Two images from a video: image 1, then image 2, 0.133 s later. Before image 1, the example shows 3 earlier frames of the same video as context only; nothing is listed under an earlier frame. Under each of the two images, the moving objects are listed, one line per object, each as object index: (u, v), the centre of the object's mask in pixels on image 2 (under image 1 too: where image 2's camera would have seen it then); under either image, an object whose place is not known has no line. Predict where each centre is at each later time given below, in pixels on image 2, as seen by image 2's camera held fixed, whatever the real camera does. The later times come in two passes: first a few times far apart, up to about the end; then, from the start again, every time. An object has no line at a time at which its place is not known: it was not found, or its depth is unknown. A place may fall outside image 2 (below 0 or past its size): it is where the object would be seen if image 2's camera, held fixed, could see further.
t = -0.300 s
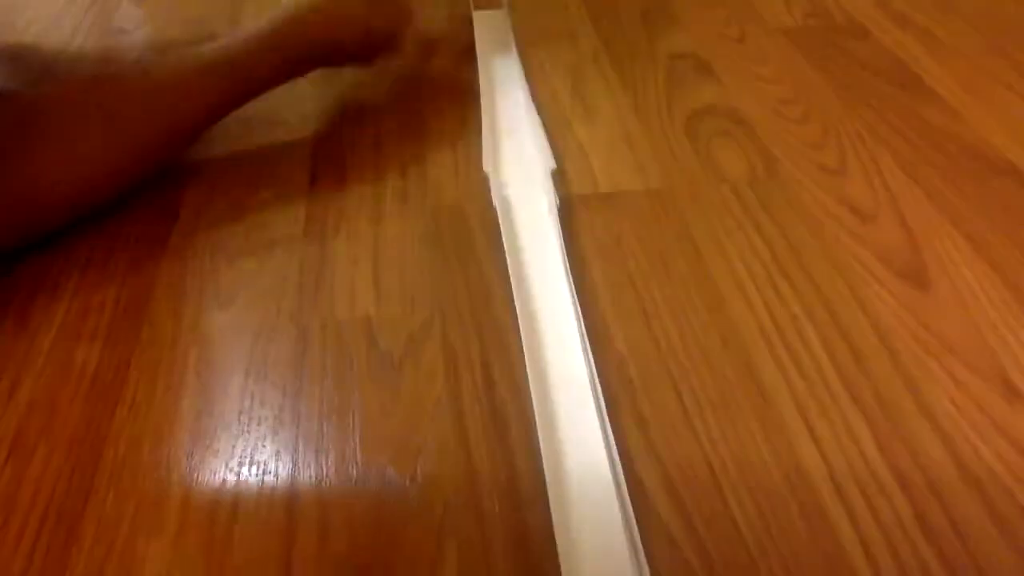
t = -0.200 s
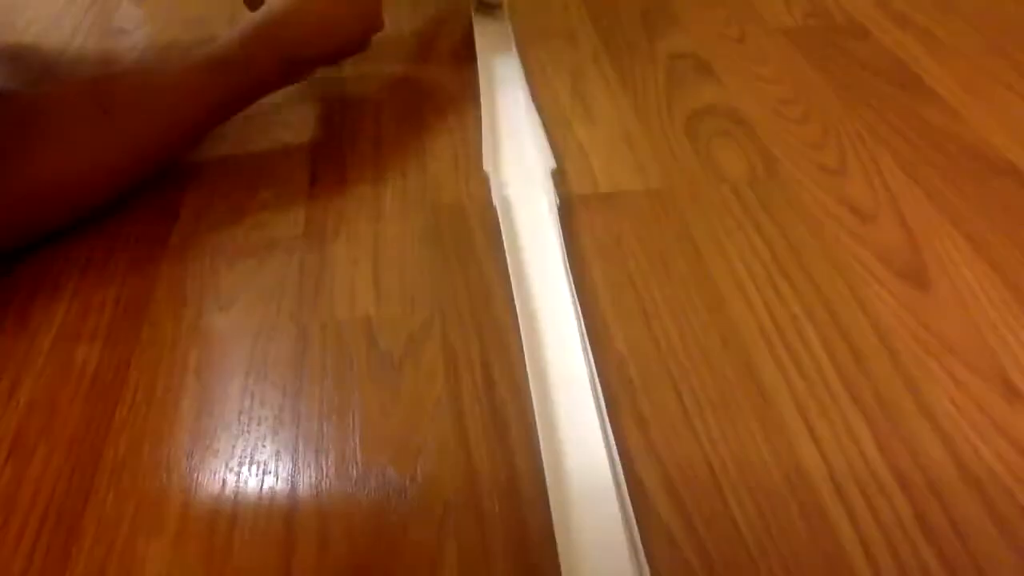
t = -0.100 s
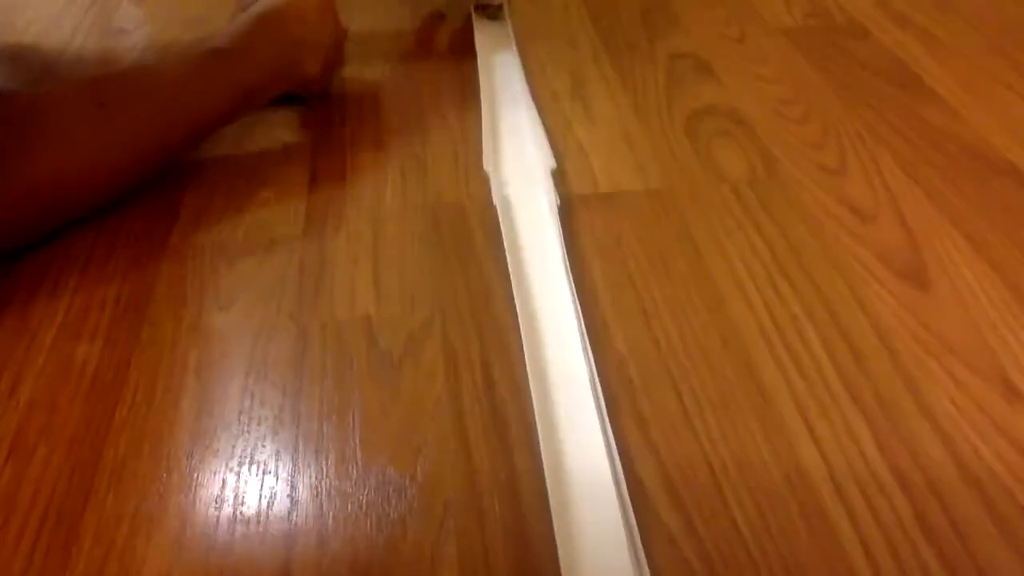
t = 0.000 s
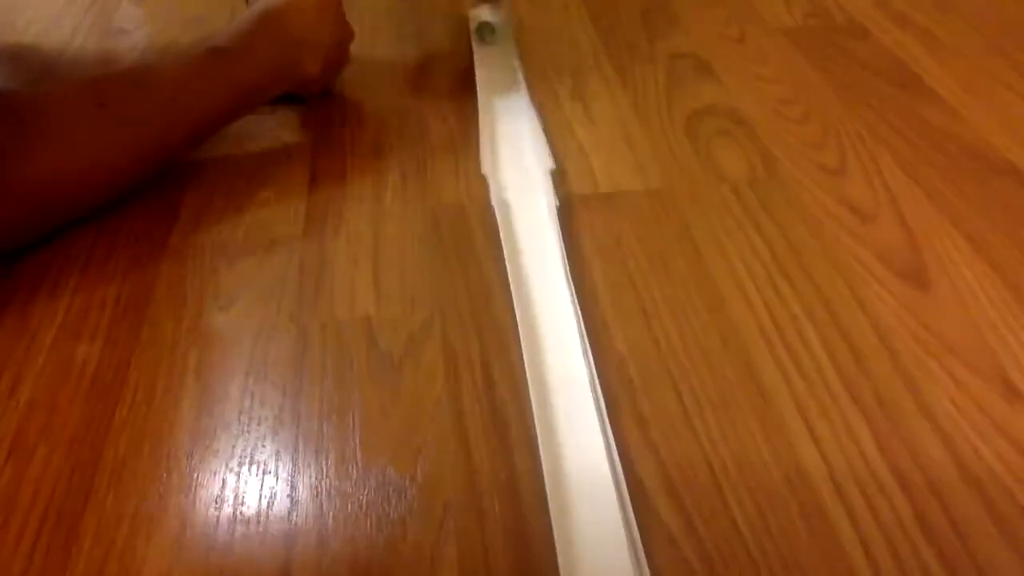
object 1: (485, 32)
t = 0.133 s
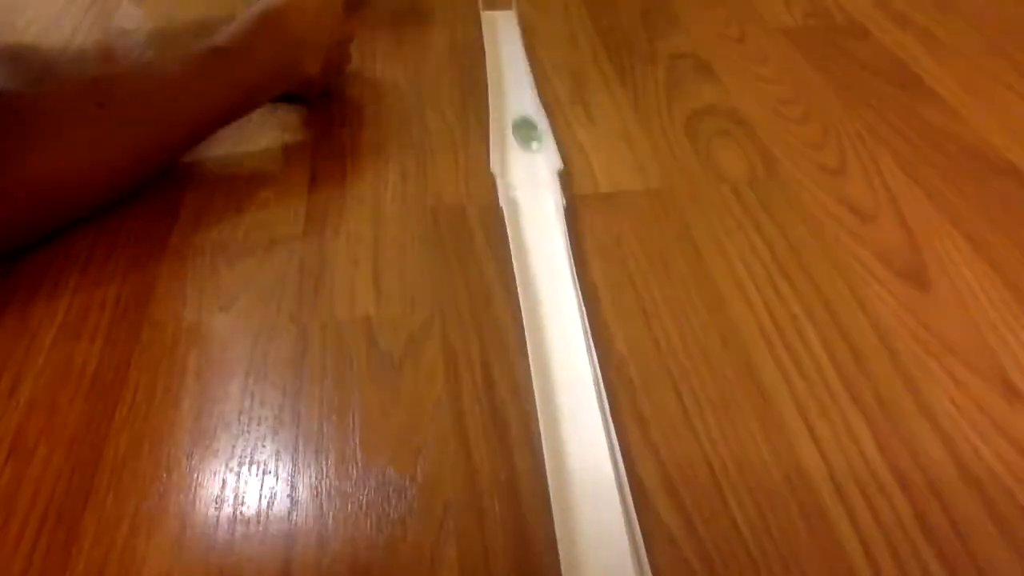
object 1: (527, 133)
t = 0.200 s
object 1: (535, 184)
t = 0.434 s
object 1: (553, 342)
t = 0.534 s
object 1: (579, 465)
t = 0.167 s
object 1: (534, 161)
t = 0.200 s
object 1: (535, 184)
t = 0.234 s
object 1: (524, 204)
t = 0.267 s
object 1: (529, 221)
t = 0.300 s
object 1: (533, 239)
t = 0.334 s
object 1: (534, 259)
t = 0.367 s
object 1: (538, 279)
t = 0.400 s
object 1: (546, 310)
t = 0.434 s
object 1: (553, 342)
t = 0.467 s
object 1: (561, 379)
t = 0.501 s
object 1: (571, 418)
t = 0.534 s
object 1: (579, 465)
